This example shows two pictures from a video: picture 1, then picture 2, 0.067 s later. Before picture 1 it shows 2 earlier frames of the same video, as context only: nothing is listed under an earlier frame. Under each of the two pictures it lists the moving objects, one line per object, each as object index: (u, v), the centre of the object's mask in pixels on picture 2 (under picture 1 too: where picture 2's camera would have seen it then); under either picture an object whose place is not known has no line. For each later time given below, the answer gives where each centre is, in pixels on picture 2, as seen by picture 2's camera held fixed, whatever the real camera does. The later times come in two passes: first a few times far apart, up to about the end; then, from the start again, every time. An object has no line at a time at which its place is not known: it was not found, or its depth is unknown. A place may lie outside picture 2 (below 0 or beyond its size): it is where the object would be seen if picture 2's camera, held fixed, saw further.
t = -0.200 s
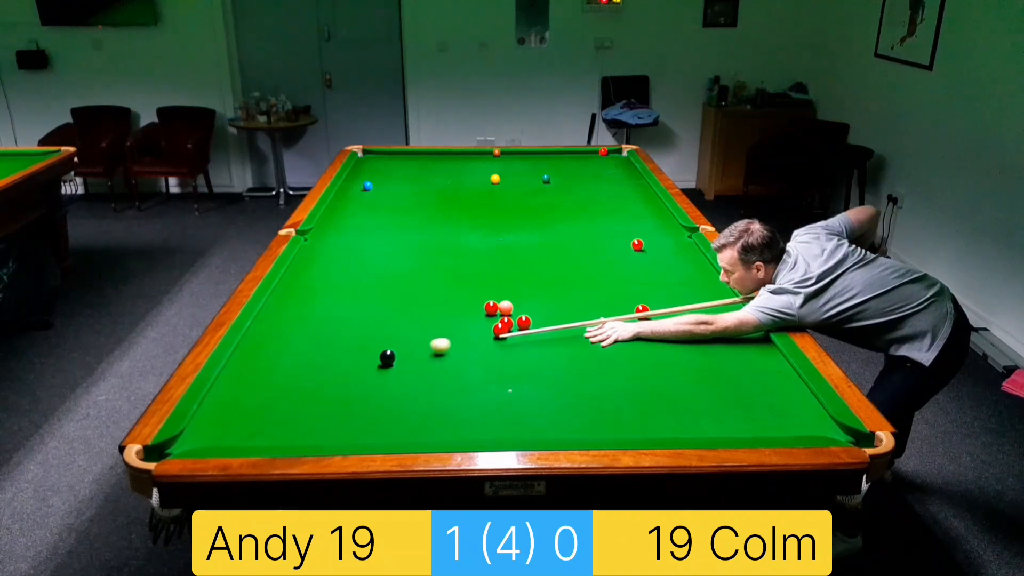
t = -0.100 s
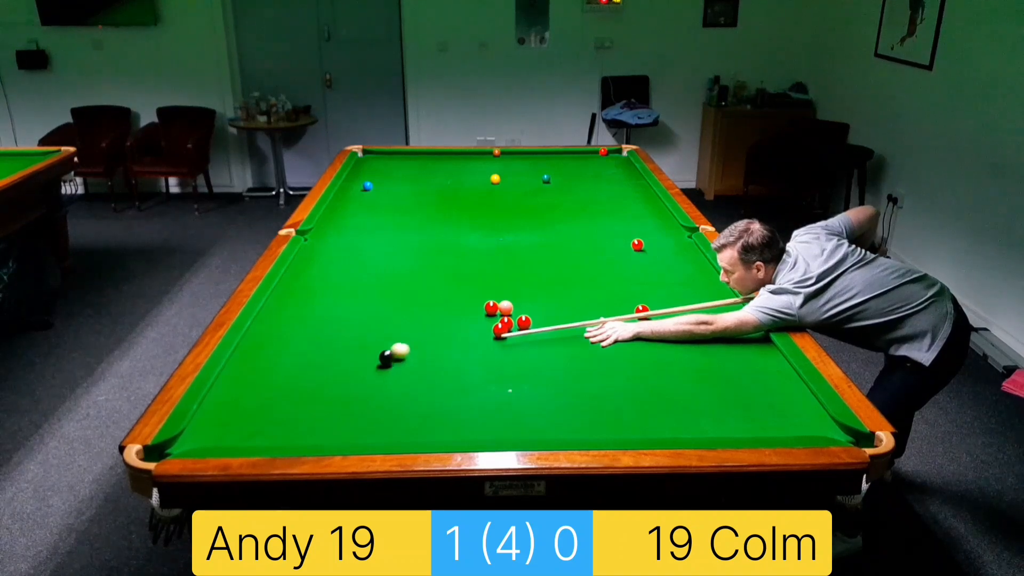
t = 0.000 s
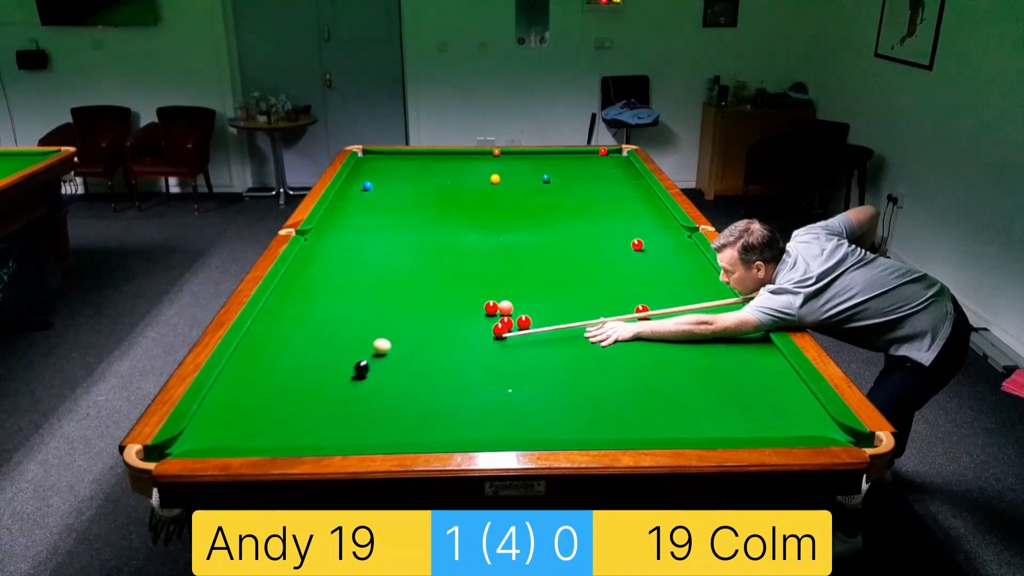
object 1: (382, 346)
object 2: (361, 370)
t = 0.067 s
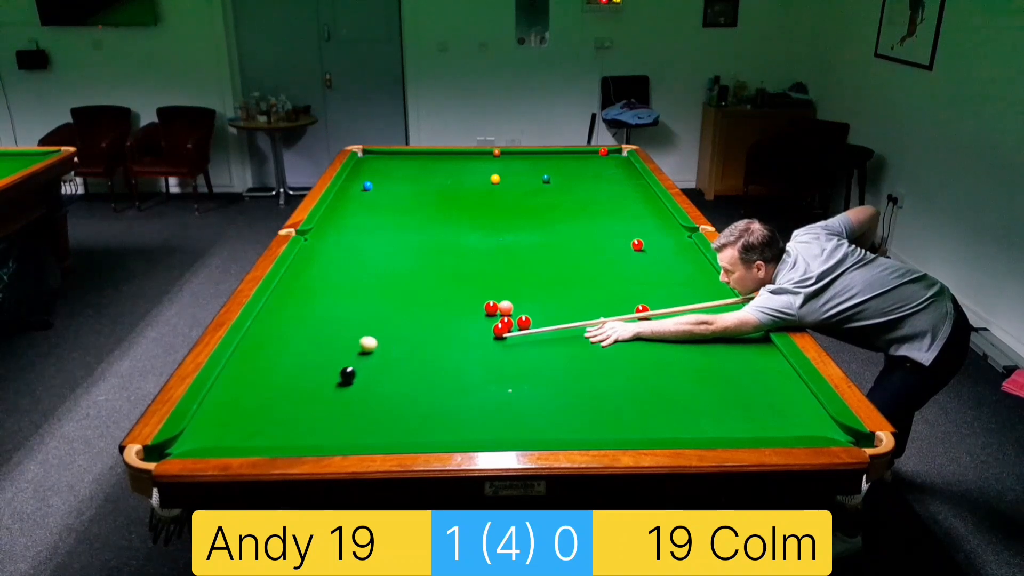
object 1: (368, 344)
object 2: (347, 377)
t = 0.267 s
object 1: (327, 338)
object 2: (305, 395)
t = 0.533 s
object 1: (276, 330)
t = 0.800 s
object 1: (281, 323)
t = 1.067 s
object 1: (316, 317)
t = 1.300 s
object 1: (345, 312)
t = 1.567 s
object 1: (375, 306)
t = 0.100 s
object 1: (361, 343)
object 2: (340, 380)
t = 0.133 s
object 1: (354, 342)
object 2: (333, 383)
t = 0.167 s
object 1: (348, 340)
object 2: (326, 386)
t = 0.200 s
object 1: (341, 340)
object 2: (319, 389)
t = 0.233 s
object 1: (334, 339)
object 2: (312, 392)
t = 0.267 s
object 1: (327, 338)
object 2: (305, 395)
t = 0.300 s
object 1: (321, 337)
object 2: (298, 398)
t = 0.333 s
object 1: (314, 336)
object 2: (291, 401)
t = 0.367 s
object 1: (308, 335)
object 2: (284, 404)
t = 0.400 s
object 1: (301, 334)
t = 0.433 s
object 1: (295, 333)
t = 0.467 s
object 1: (289, 332)
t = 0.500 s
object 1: (282, 331)
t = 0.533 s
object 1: (276, 330)
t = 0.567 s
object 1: (270, 329)
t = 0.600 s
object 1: (264, 328)
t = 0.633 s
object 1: (258, 327)
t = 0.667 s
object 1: (260, 327)
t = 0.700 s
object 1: (266, 326)
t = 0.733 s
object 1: (271, 325)
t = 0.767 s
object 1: (276, 324)
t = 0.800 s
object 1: (281, 323)
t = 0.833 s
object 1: (285, 322)
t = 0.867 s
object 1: (290, 322)
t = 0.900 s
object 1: (294, 321)
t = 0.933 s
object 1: (299, 320)
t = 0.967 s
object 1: (303, 319)
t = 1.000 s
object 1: (308, 318)
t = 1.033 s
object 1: (312, 318)
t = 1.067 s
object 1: (316, 317)
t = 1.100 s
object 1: (320, 316)
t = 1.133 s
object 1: (325, 315)
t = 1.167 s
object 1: (329, 314)
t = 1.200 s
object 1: (333, 314)
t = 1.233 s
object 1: (337, 313)
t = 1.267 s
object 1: (341, 312)
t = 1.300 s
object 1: (345, 312)
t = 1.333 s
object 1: (349, 311)
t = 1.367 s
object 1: (352, 310)
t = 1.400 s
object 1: (356, 310)
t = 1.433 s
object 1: (360, 309)
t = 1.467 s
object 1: (364, 308)
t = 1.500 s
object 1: (367, 308)
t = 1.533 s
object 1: (371, 307)
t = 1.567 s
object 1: (375, 306)
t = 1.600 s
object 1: (378, 306)
